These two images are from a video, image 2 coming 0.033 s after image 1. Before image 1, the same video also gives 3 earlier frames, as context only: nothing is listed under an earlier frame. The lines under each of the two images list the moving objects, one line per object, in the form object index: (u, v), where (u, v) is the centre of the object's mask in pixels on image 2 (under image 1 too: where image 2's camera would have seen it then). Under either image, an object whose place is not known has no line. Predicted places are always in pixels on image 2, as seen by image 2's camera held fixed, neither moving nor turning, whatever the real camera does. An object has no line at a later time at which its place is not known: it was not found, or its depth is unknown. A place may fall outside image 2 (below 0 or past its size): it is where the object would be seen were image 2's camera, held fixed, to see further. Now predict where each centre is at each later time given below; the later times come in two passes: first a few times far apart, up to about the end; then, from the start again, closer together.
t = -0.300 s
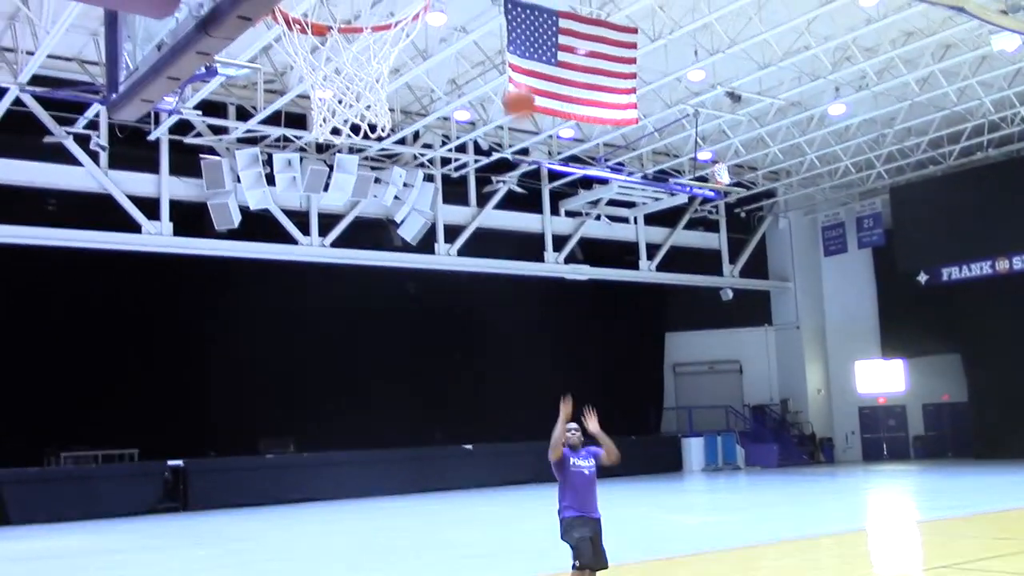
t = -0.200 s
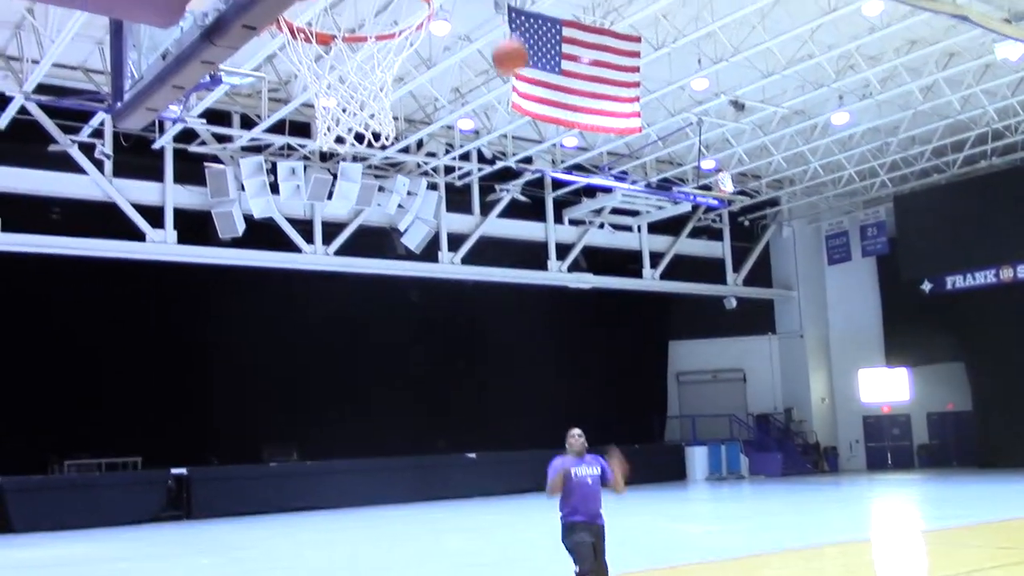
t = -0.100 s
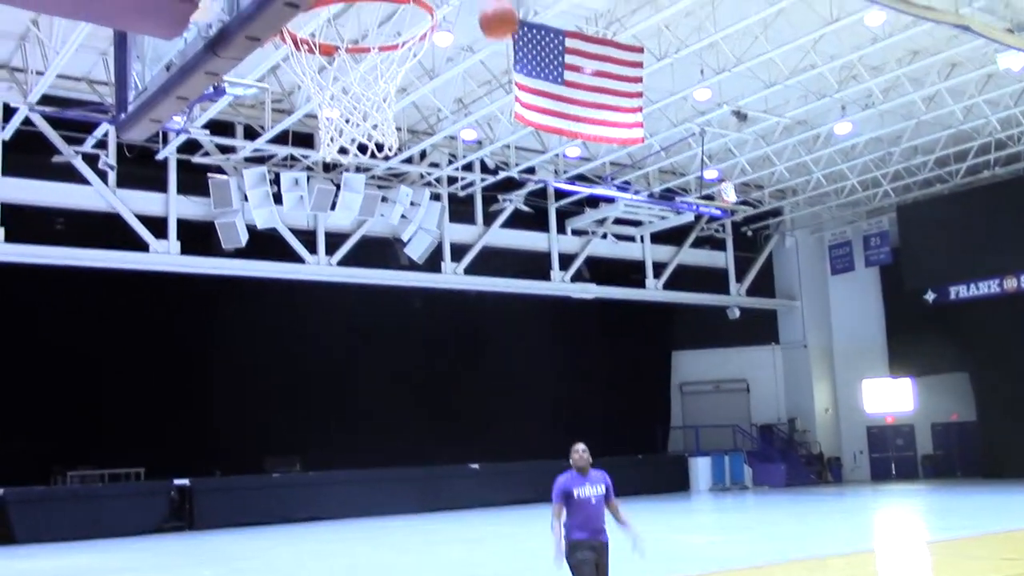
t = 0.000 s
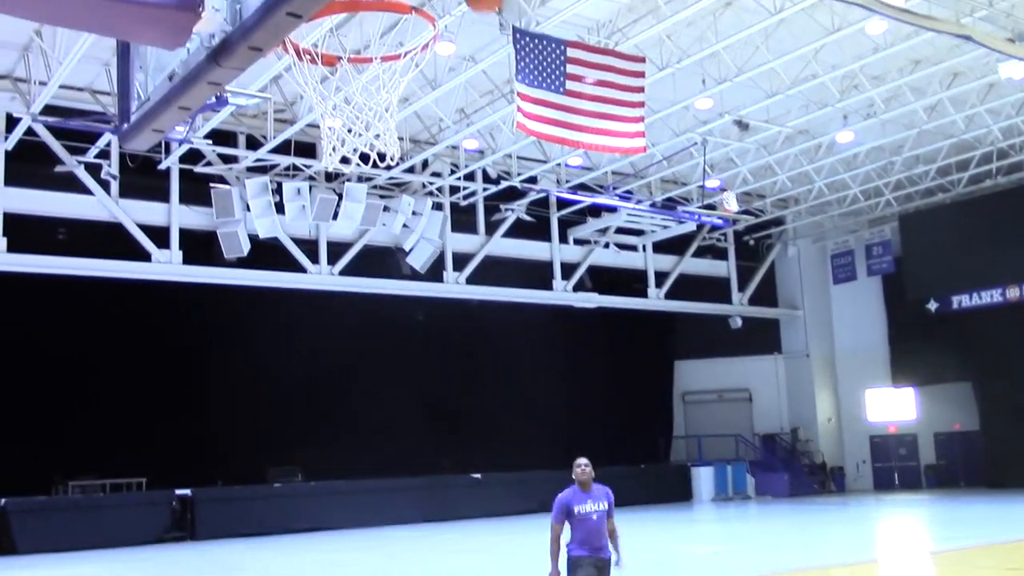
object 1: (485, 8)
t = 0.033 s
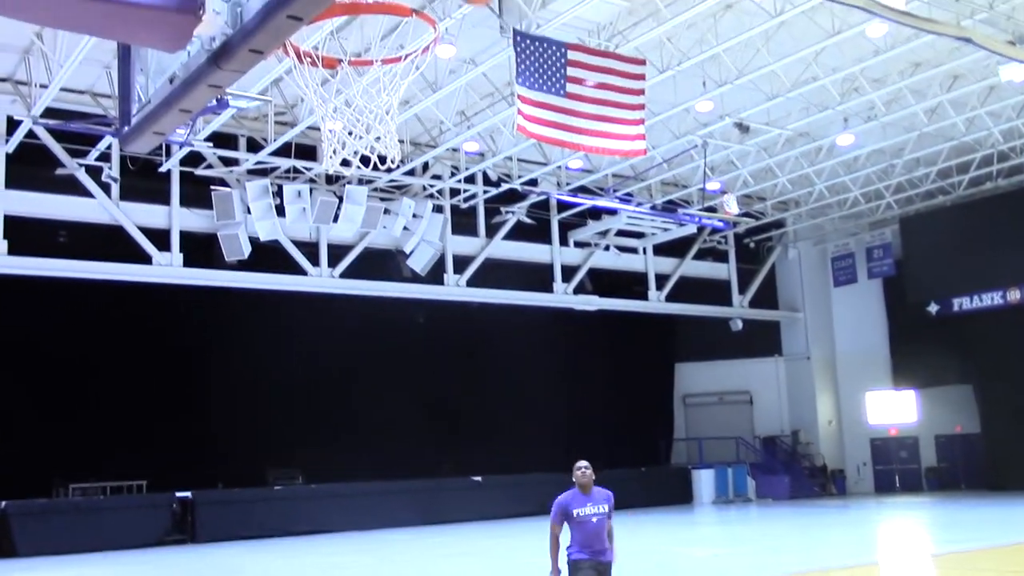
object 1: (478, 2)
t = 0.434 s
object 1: (373, 11)
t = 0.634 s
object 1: (404, 282)
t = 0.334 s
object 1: (408, -15)
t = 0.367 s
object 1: (398, -11)
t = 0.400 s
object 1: (388, -10)
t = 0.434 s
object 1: (373, 11)
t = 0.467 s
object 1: (357, 35)
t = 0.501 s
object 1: (348, 56)
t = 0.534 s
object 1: (367, 121)
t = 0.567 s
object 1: (382, 165)
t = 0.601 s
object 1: (388, 216)
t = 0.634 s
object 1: (404, 282)
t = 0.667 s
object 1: (416, 330)
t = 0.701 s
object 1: (427, 386)
